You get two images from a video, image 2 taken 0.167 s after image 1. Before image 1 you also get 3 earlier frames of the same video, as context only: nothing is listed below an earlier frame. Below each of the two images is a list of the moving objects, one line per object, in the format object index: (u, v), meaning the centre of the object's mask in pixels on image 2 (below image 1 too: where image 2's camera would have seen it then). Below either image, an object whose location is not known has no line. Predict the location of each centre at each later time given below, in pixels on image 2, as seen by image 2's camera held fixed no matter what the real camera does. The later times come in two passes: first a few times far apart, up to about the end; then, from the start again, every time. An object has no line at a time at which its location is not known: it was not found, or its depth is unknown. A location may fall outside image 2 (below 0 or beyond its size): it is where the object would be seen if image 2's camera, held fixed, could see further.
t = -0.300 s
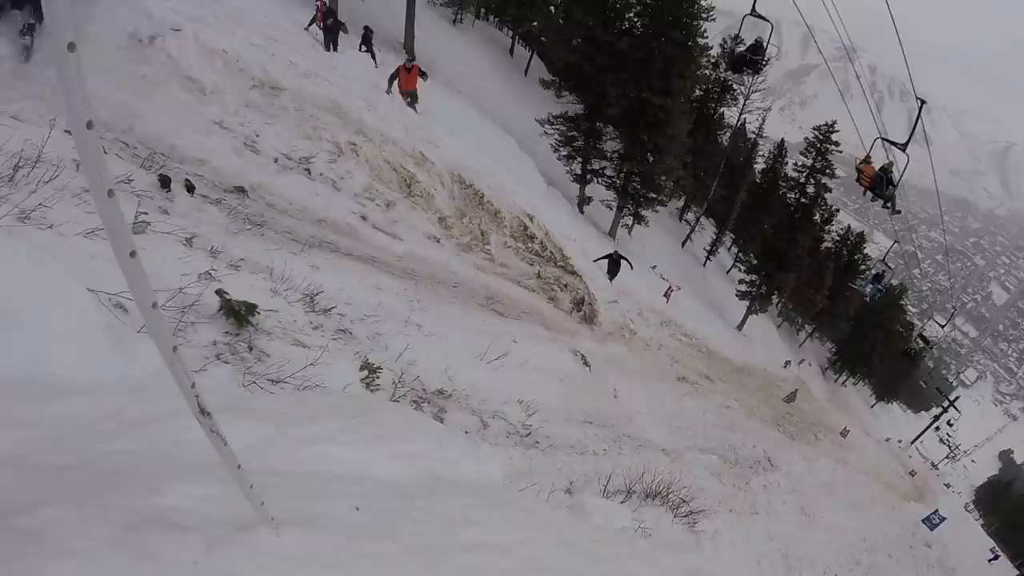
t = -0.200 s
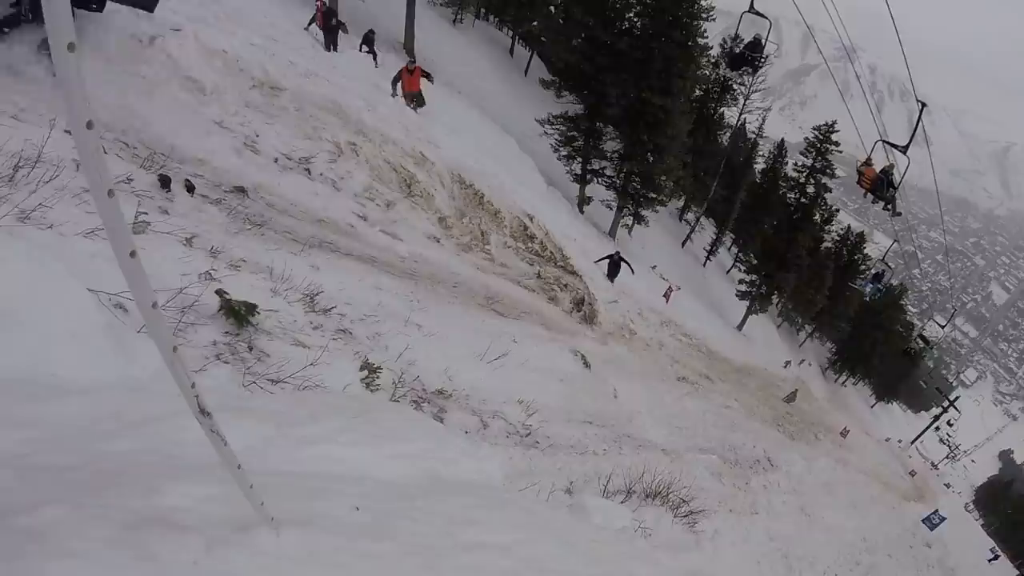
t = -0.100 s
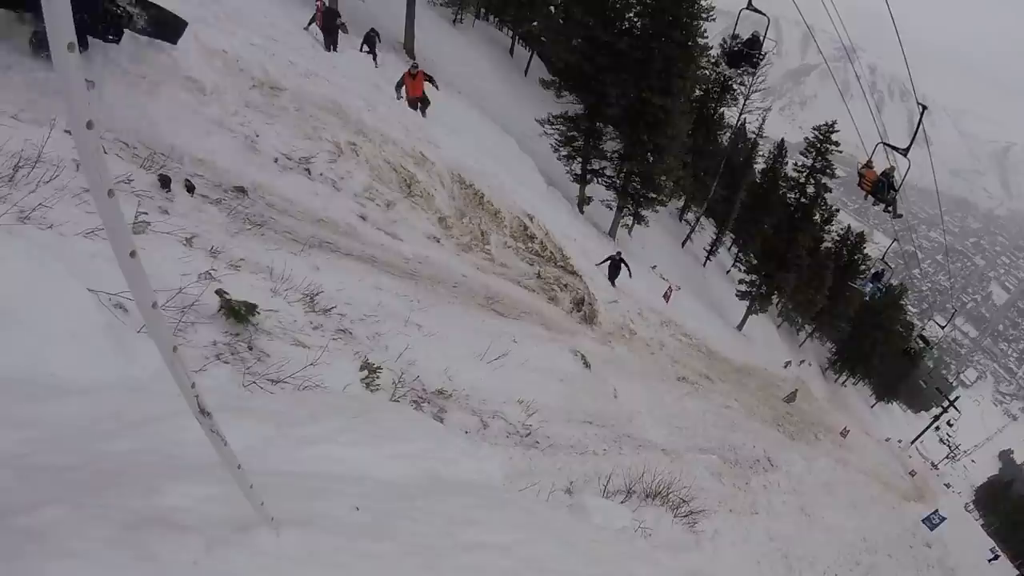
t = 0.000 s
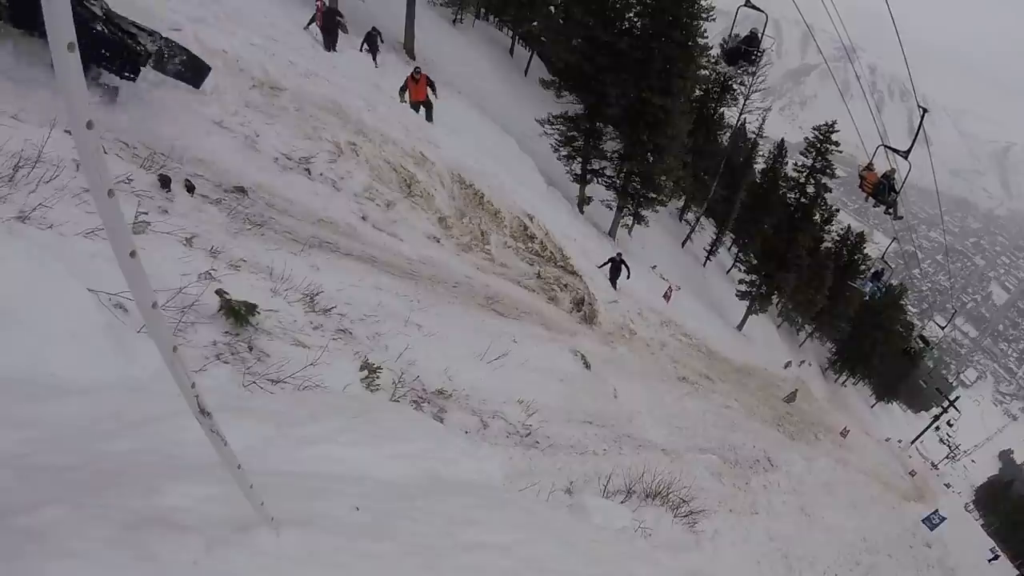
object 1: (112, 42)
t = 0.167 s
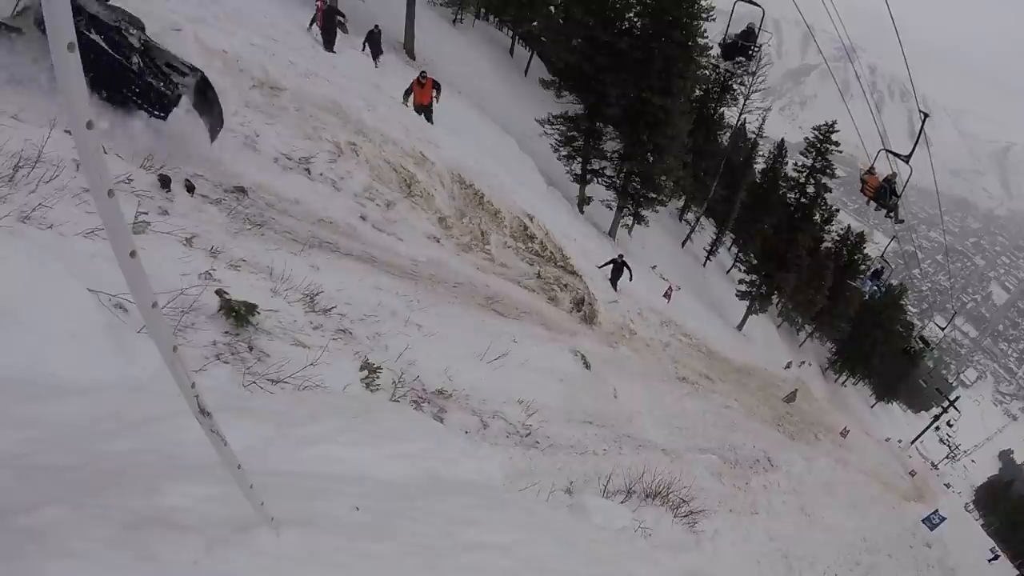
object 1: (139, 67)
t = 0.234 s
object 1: (142, 70)
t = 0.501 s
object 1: (205, 94)
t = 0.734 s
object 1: (290, 138)
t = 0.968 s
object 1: (355, 173)
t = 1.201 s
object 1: (435, 215)
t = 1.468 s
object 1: (499, 245)
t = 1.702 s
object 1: (545, 268)
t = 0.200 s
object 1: (139, 69)
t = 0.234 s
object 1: (142, 70)
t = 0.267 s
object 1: (146, 72)
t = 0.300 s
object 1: (152, 76)
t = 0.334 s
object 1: (160, 80)
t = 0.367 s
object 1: (169, 84)
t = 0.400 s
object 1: (180, 92)
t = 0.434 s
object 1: (184, 90)
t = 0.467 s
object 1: (200, 95)
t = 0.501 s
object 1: (205, 94)
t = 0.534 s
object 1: (217, 99)
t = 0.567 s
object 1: (230, 105)
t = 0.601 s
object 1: (240, 108)
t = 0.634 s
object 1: (253, 115)
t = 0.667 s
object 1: (266, 124)
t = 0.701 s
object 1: (277, 132)
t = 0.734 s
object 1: (290, 138)
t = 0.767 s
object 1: (297, 144)
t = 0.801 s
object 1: (308, 151)
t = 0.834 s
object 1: (318, 157)
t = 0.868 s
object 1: (327, 163)
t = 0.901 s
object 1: (335, 167)
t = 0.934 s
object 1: (344, 169)
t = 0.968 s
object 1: (355, 173)
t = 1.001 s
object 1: (367, 177)
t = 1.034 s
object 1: (379, 183)
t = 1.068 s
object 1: (391, 189)
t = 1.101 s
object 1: (404, 196)
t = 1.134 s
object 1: (415, 203)
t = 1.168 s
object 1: (425, 210)
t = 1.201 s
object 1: (435, 215)
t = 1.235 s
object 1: (444, 221)
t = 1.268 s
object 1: (453, 226)
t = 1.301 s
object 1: (463, 231)
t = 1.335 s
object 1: (473, 236)
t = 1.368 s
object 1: (480, 239)
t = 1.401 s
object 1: (486, 241)
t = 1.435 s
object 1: (492, 241)
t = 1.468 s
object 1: (499, 245)
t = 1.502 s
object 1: (508, 252)
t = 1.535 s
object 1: (511, 249)
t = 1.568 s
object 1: (520, 252)
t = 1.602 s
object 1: (526, 255)
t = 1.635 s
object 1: (533, 261)
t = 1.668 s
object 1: (540, 265)
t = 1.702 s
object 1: (545, 268)
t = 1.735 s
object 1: (549, 276)
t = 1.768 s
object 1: (554, 270)
